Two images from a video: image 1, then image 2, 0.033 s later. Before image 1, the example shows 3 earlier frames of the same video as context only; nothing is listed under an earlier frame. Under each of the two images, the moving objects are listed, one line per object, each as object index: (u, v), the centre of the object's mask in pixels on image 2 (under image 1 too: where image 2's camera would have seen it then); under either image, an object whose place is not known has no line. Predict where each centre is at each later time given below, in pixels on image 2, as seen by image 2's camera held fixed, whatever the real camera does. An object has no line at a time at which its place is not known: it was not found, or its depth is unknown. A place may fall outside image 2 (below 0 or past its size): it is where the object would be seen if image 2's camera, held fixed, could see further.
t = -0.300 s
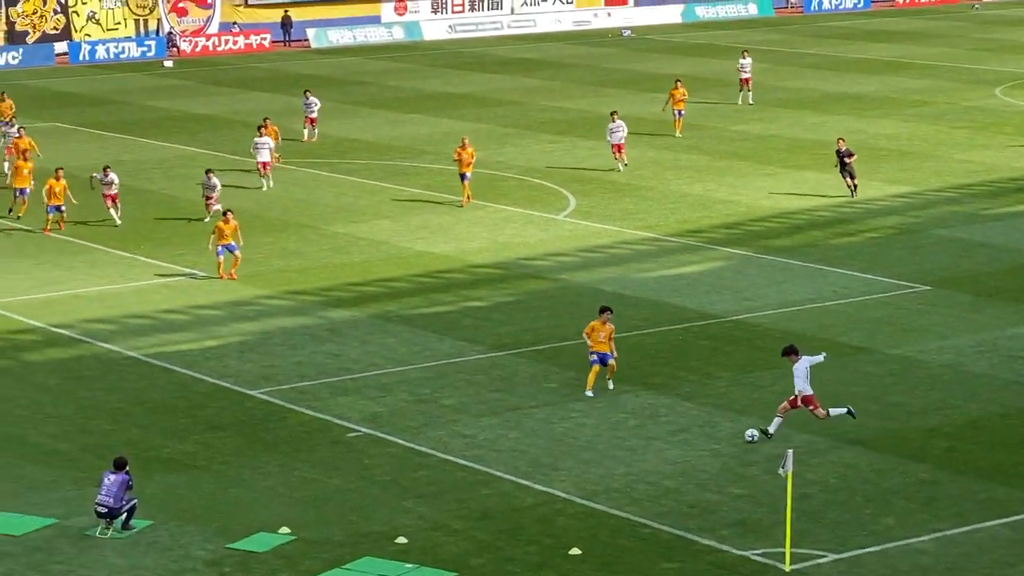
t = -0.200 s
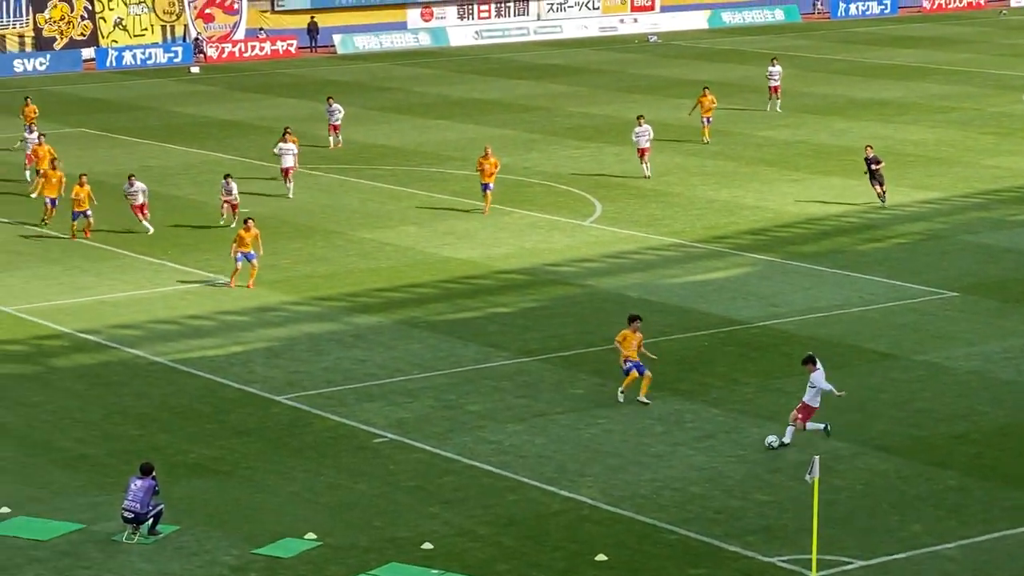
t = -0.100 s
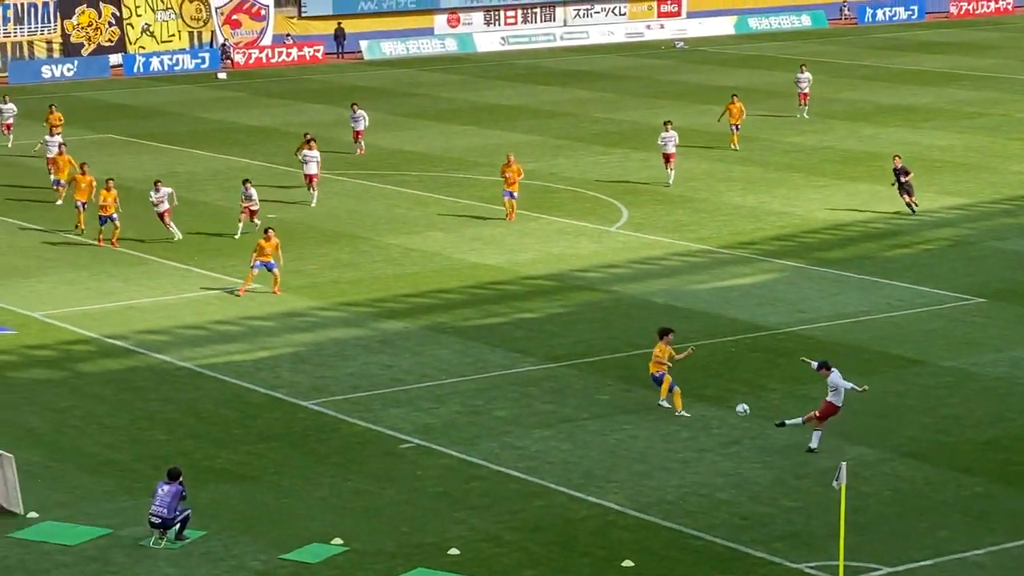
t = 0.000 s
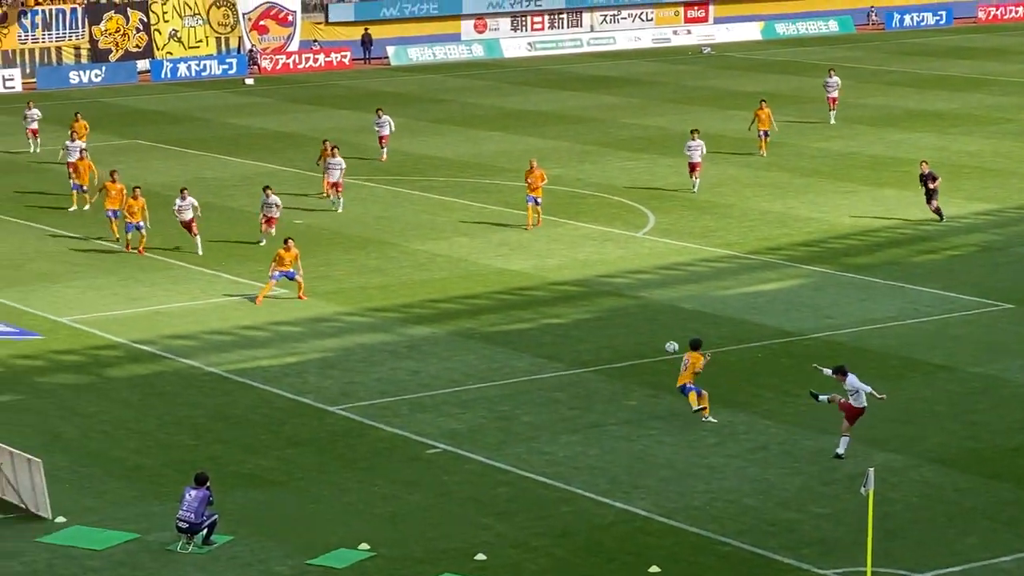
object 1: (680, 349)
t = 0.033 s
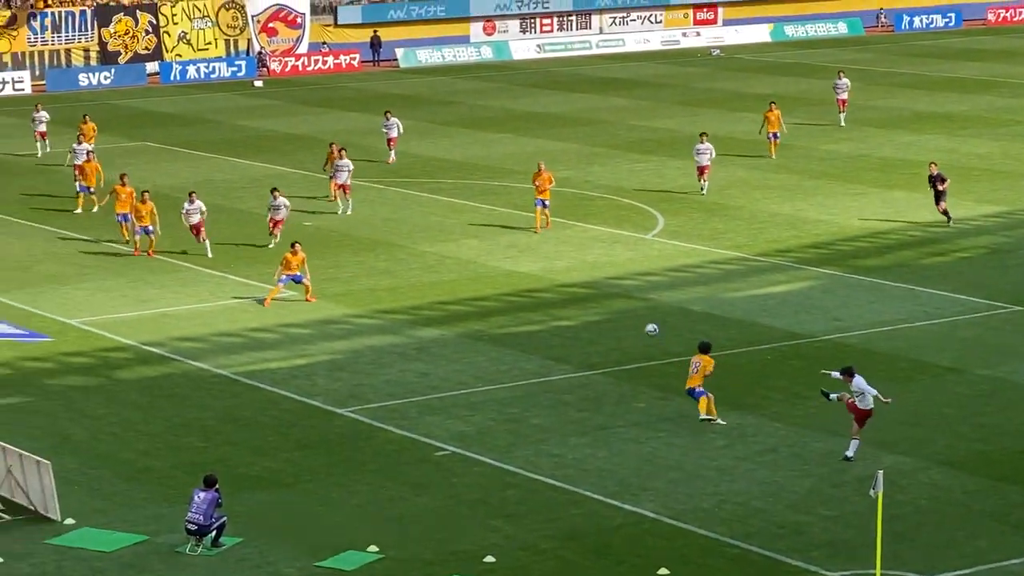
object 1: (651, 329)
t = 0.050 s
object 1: (637, 320)
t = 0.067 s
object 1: (623, 311)
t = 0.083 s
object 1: (610, 301)
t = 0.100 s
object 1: (597, 293)
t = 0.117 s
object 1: (585, 285)
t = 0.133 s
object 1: (572, 277)
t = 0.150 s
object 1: (560, 269)
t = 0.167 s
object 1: (548, 262)
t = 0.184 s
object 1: (537, 254)
